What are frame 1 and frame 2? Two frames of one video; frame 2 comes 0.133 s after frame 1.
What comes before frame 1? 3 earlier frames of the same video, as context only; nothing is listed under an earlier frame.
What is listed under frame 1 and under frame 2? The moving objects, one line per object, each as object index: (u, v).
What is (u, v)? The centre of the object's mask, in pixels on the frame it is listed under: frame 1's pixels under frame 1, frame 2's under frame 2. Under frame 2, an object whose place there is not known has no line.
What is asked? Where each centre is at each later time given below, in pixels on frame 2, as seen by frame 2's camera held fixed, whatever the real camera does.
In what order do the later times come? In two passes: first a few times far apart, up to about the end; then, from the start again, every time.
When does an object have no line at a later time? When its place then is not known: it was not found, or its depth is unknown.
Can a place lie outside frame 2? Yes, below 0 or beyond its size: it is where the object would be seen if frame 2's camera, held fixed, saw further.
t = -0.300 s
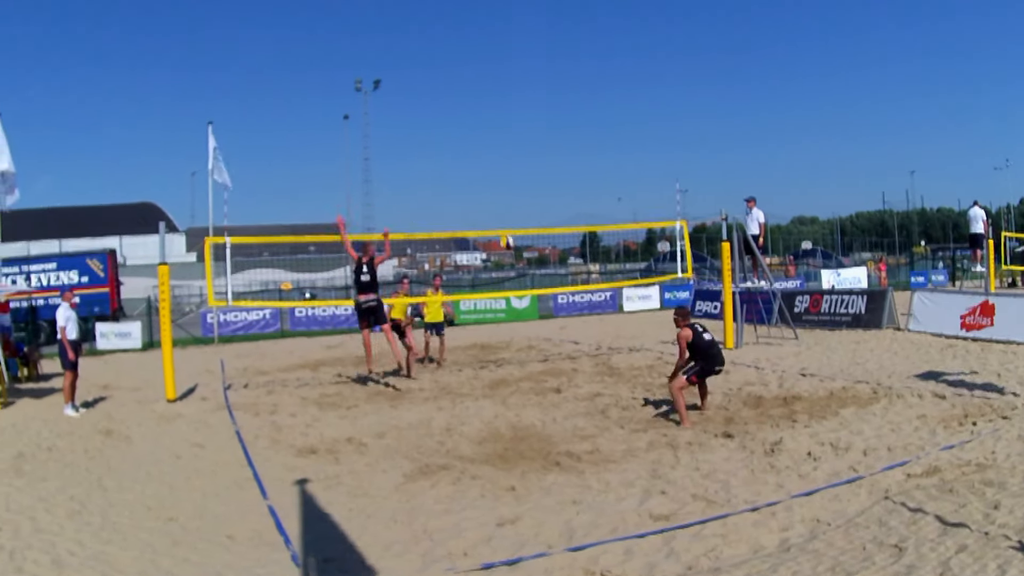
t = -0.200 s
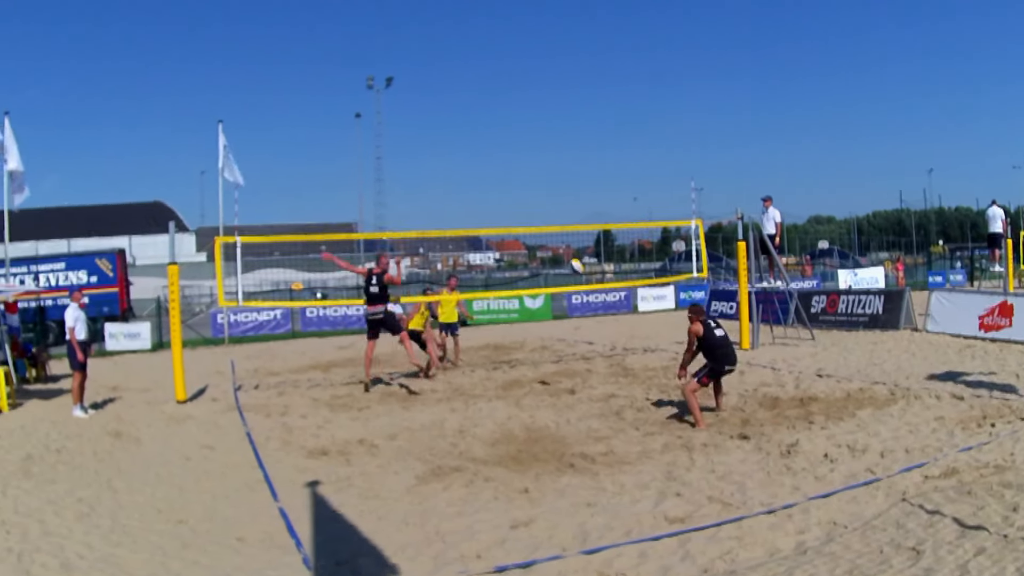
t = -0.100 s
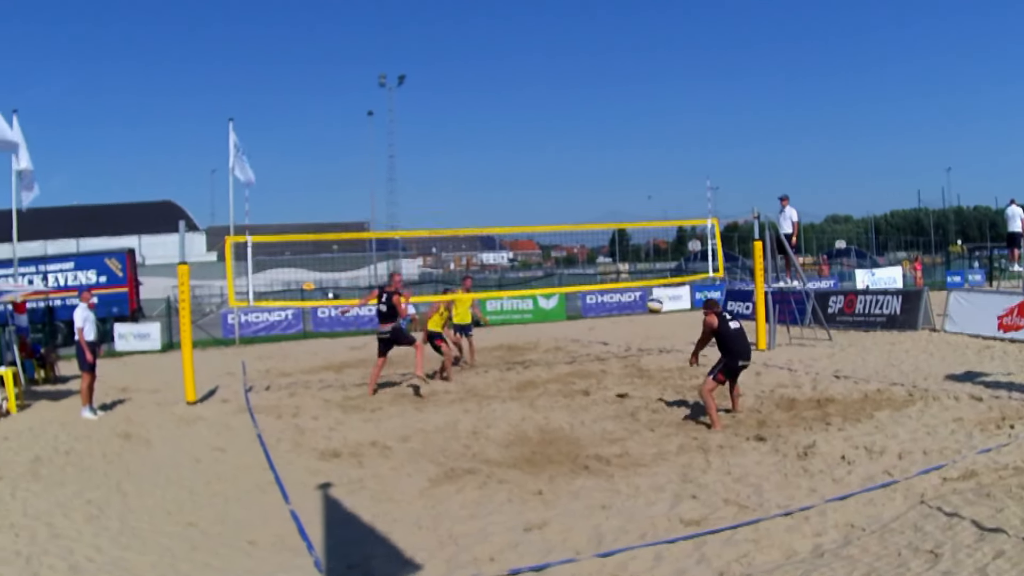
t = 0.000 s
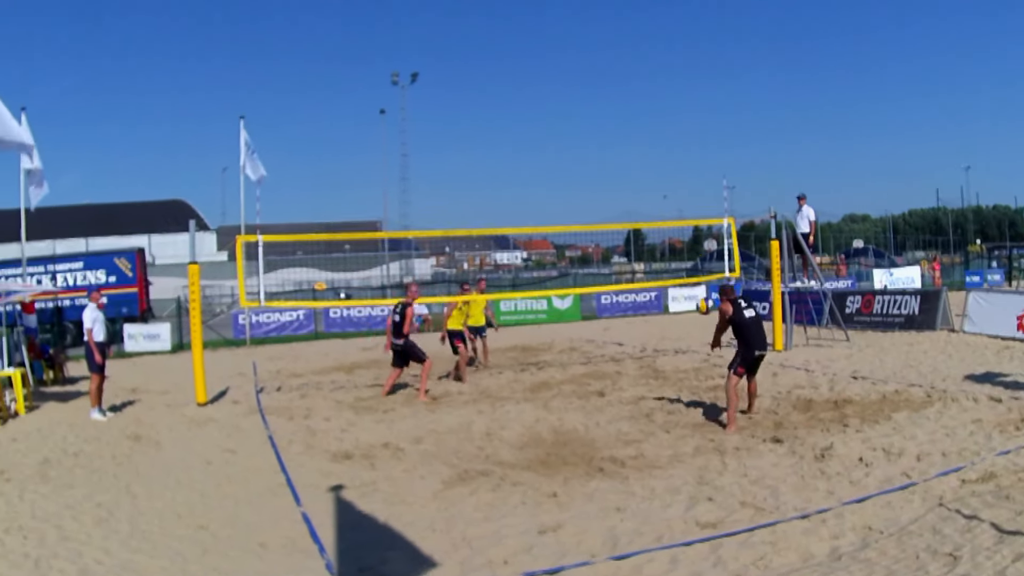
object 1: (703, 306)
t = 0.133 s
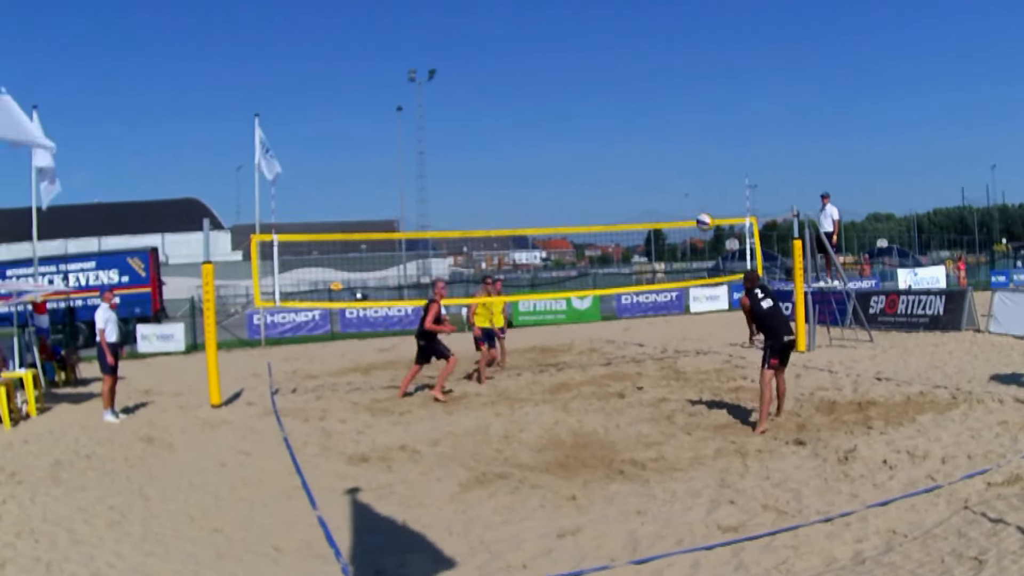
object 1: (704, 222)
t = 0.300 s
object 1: (679, 142)
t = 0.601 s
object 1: (642, 62)
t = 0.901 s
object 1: (614, 57)
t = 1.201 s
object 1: (590, 119)
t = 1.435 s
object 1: (577, 215)
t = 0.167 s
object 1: (700, 204)
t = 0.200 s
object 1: (694, 187)
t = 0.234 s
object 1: (689, 171)
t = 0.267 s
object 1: (684, 156)
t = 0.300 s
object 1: (679, 142)
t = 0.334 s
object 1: (676, 129)
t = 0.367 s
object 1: (672, 118)
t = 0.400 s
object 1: (667, 106)
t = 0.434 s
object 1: (663, 97)
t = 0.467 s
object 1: (658, 88)
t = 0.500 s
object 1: (653, 80)
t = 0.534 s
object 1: (649, 74)
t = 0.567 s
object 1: (645, 68)
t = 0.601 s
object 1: (642, 62)
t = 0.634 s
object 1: (640, 59)
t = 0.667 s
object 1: (636, 55)
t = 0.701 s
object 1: (632, 53)
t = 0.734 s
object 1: (629, 52)
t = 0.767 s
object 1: (625, 51)
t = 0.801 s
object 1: (621, 51)
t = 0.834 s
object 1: (617, 52)
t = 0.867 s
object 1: (615, 54)
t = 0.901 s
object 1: (614, 57)
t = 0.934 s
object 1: (611, 60)
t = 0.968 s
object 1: (608, 64)
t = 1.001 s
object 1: (605, 70)
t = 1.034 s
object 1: (602, 76)
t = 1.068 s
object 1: (598, 84)
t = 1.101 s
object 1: (596, 91)
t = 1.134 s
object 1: (594, 99)
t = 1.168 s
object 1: (593, 108)
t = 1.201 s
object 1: (590, 119)
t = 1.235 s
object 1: (588, 130)
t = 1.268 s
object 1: (585, 143)
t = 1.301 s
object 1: (583, 155)
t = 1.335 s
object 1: (581, 170)
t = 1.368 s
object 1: (579, 184)
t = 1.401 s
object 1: (577, 199)
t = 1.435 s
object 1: (577, 215)
